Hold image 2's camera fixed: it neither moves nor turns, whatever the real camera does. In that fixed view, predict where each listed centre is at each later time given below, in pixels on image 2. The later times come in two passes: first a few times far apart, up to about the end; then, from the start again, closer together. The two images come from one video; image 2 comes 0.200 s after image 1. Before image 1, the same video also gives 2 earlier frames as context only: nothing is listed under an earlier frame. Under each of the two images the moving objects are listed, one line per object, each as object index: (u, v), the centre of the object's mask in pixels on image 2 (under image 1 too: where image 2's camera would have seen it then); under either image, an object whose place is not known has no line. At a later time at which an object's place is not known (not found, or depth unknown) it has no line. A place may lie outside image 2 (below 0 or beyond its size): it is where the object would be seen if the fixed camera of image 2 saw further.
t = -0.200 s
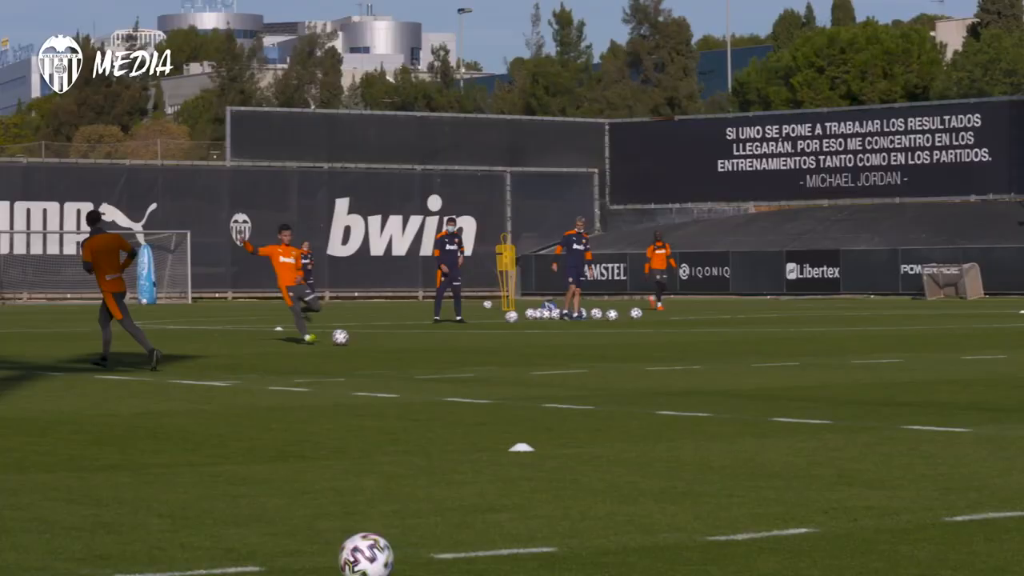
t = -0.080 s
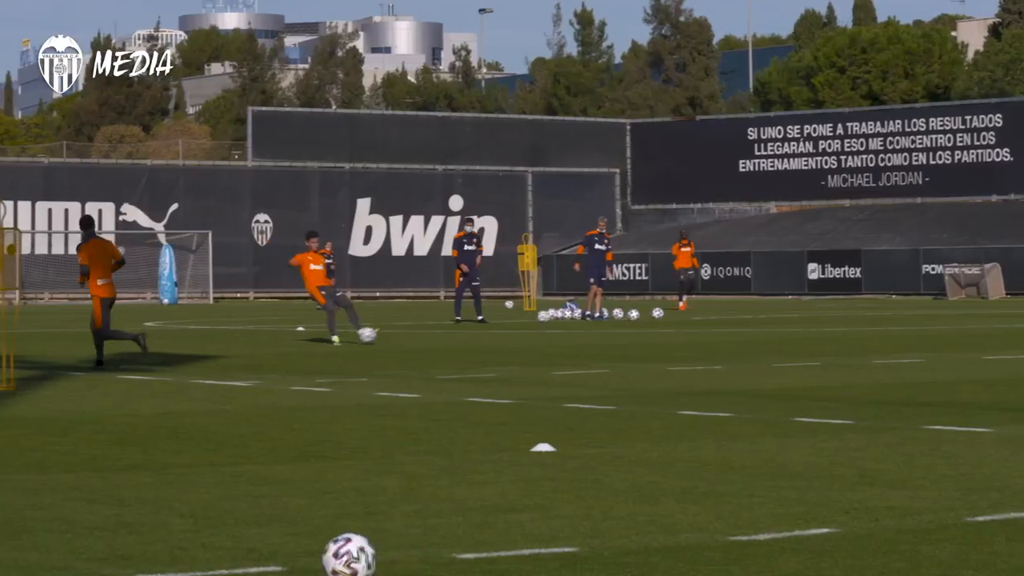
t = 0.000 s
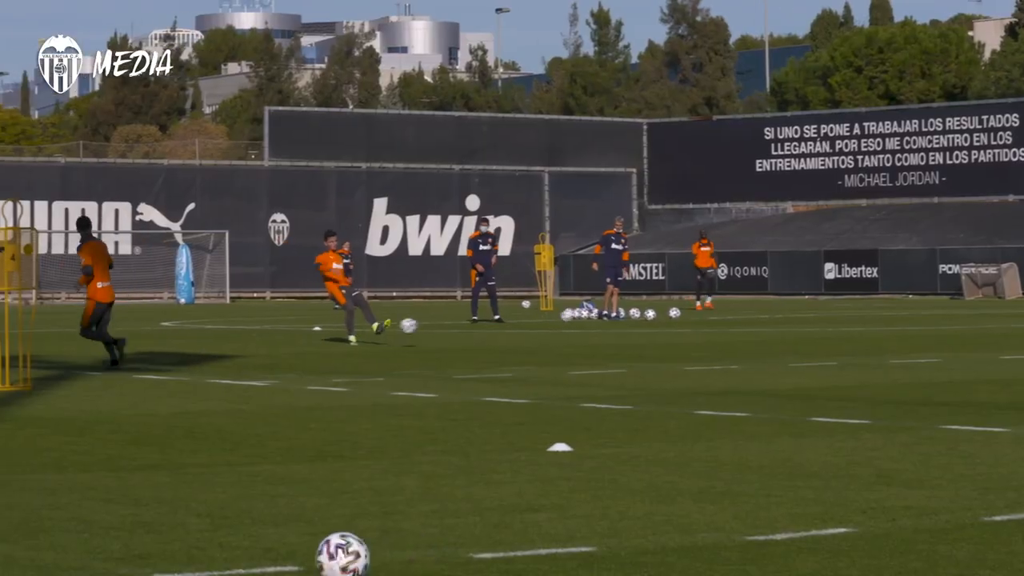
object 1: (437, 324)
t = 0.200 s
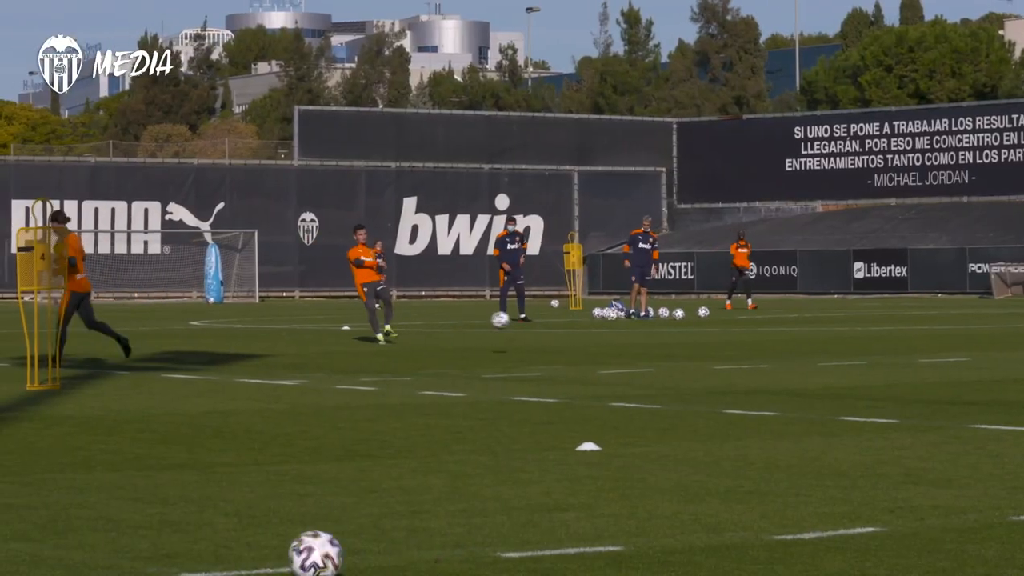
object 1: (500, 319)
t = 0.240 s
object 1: (513, 322)
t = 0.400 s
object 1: (571, 341)
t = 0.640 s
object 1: (668, 345)
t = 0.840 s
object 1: (759, 369)
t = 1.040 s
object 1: (860, 363)
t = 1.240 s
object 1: (972, 391)
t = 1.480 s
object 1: (1105, 402)
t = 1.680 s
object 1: (1218, 413)
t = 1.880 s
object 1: (1324, 425)
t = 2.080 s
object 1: (1436, 437)
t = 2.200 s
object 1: (1510, 443)
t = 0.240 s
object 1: (513, 322)
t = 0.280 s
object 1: (527, 325)
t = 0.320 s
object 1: (541, 329)
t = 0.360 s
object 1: (556, 334)
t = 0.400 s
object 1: (571, 341)
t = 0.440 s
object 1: (587, 349)
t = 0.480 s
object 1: (604, 357)
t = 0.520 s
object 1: (619, 352)
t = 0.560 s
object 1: (635, 348)
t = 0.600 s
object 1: (651, 346)
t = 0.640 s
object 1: (668, 345)
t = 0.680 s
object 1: (685, 345)
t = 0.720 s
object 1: (703, 348)
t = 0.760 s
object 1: (721, 353)
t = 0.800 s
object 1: (740, 360)
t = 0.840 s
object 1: (759, 369)
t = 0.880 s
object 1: (779, 375)
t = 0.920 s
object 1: (800, 369)
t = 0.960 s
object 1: (819, 365)
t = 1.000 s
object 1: (839, 363)
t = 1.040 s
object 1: (860, 363)
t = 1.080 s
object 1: (882, 365)
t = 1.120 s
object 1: (904, 369)
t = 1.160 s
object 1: (926, 375)
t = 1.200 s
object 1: (950, 383)
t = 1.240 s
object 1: (972, 391)
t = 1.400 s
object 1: (1057, 389)
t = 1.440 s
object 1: (1081, 394)
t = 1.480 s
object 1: (1105, 402)
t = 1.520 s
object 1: (1129, 406)
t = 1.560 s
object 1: (1150, 405)
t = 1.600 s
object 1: (1172, 405)
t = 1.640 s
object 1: (1195, 408)
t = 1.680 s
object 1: (1218, 413)
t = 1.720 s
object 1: (1241, 417)
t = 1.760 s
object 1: (1261, 416)
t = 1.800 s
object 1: (1282, 417)
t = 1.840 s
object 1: (1302, 420)
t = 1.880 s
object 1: (1324, 425)
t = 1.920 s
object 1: (1346, 427)
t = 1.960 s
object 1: (1367, 428)
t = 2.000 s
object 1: (1390, 431)
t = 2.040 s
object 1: (1413, 436)
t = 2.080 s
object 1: (1436, 437)
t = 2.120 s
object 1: (1461, 437)
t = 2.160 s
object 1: (1485, 439)
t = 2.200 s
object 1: (1510, 443)
